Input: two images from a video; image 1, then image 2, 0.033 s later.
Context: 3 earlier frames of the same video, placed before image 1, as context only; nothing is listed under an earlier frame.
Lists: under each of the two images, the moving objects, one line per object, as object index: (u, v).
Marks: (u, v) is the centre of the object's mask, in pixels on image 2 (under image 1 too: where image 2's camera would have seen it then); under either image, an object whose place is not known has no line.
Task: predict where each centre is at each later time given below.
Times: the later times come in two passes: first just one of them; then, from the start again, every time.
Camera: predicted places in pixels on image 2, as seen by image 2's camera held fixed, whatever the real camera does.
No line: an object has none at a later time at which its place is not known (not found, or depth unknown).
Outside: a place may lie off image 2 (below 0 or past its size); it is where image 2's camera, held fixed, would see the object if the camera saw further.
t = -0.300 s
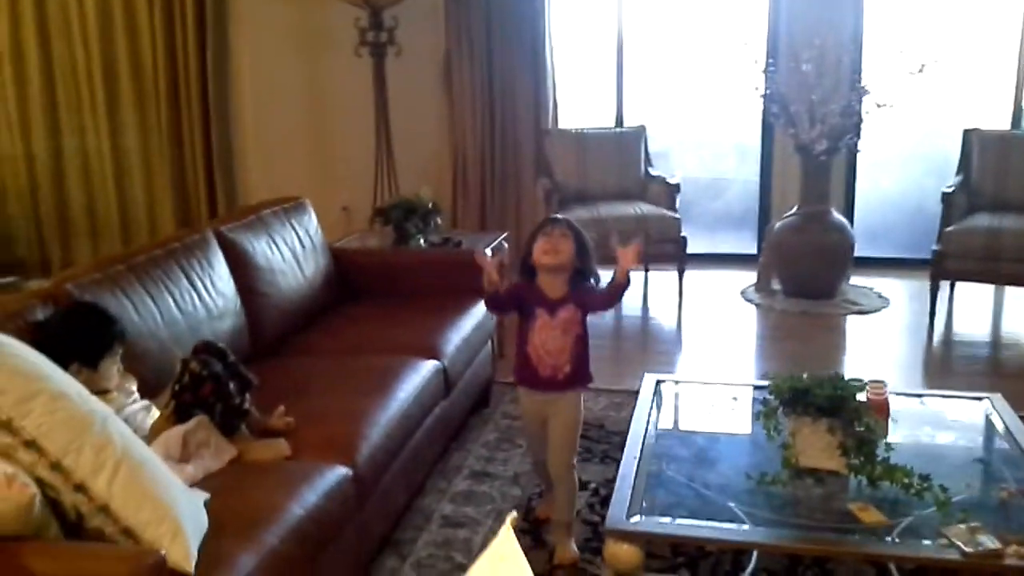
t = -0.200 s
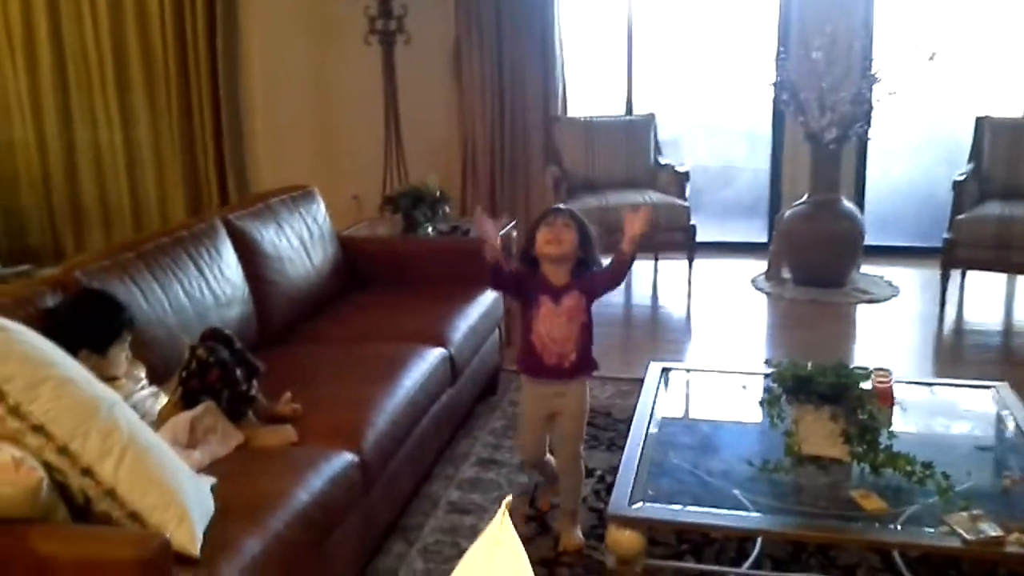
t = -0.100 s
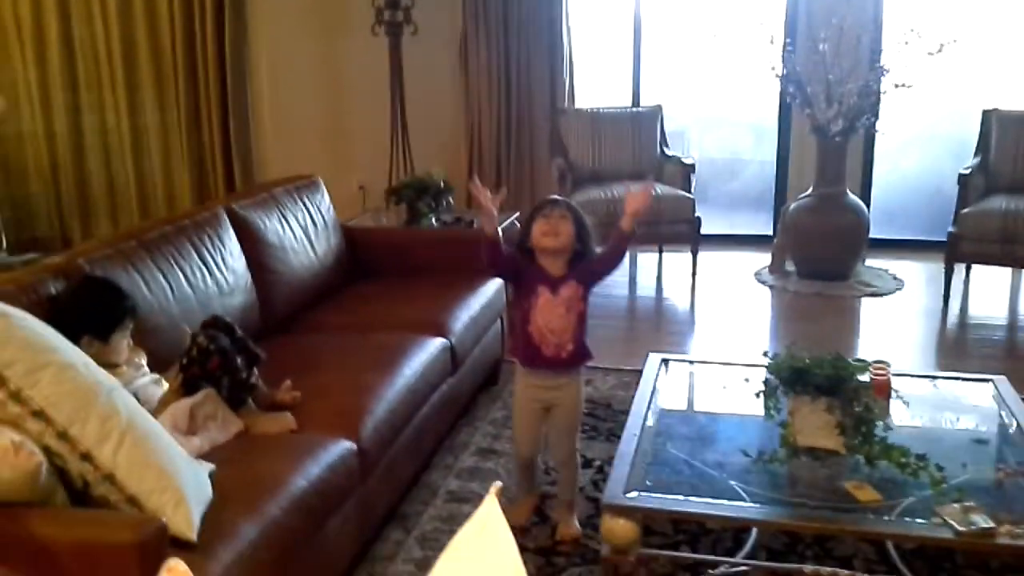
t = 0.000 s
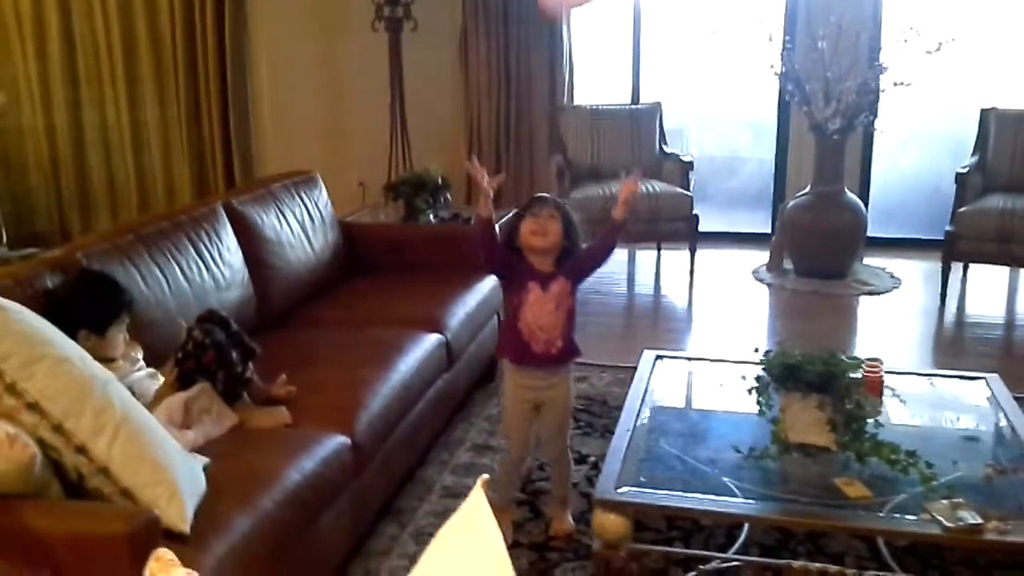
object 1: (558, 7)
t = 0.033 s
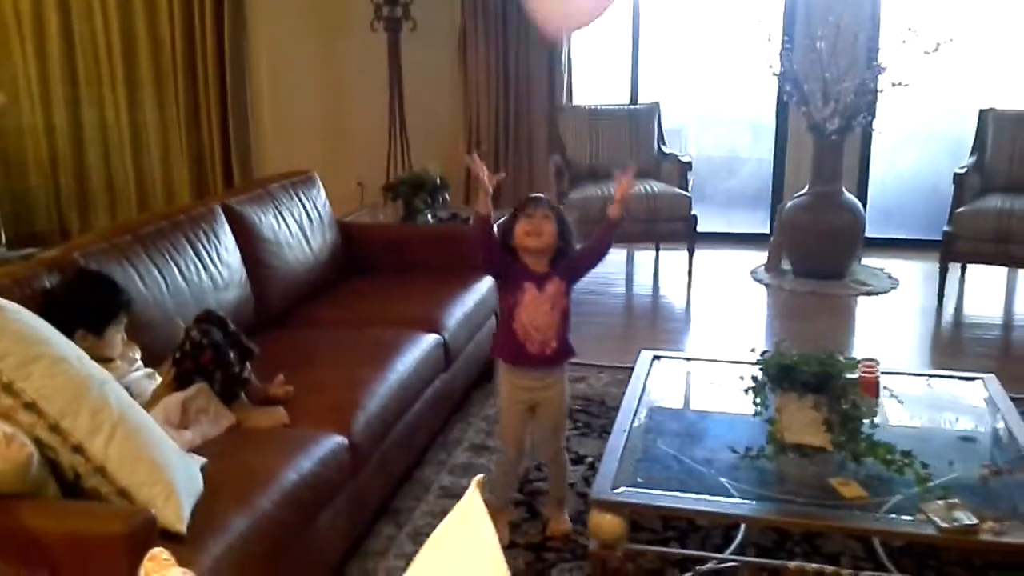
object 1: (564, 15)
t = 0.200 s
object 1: (561, 86)
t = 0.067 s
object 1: (565, 22)
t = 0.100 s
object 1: (567, 30)
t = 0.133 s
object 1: (563, 42)
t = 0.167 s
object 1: (561, 62)
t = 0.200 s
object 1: (561, 86)
